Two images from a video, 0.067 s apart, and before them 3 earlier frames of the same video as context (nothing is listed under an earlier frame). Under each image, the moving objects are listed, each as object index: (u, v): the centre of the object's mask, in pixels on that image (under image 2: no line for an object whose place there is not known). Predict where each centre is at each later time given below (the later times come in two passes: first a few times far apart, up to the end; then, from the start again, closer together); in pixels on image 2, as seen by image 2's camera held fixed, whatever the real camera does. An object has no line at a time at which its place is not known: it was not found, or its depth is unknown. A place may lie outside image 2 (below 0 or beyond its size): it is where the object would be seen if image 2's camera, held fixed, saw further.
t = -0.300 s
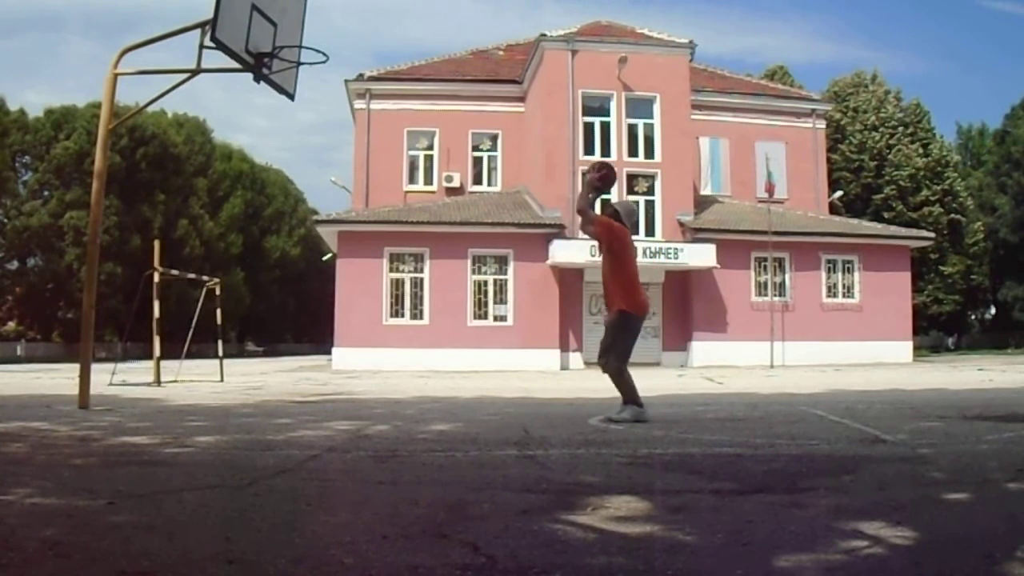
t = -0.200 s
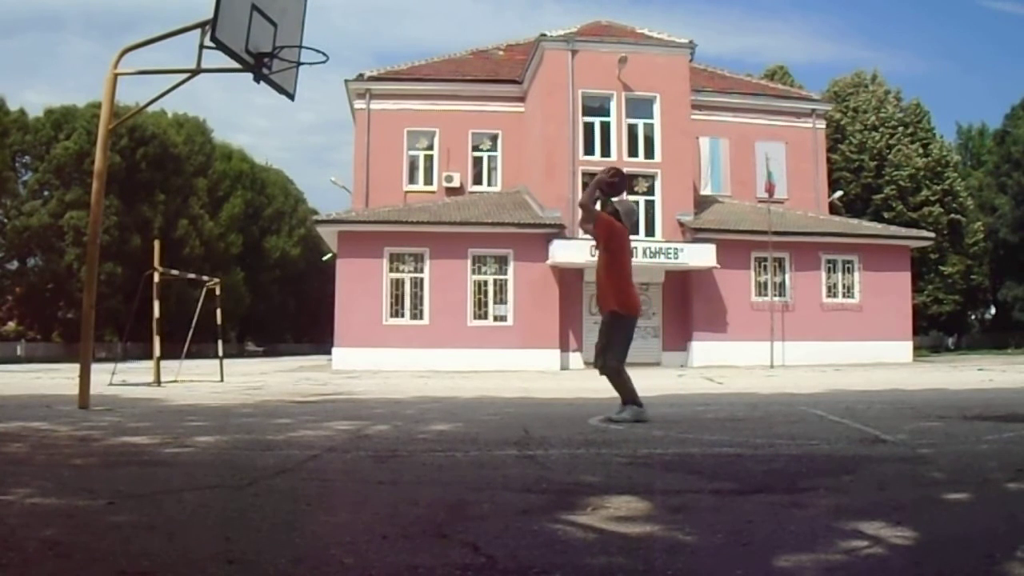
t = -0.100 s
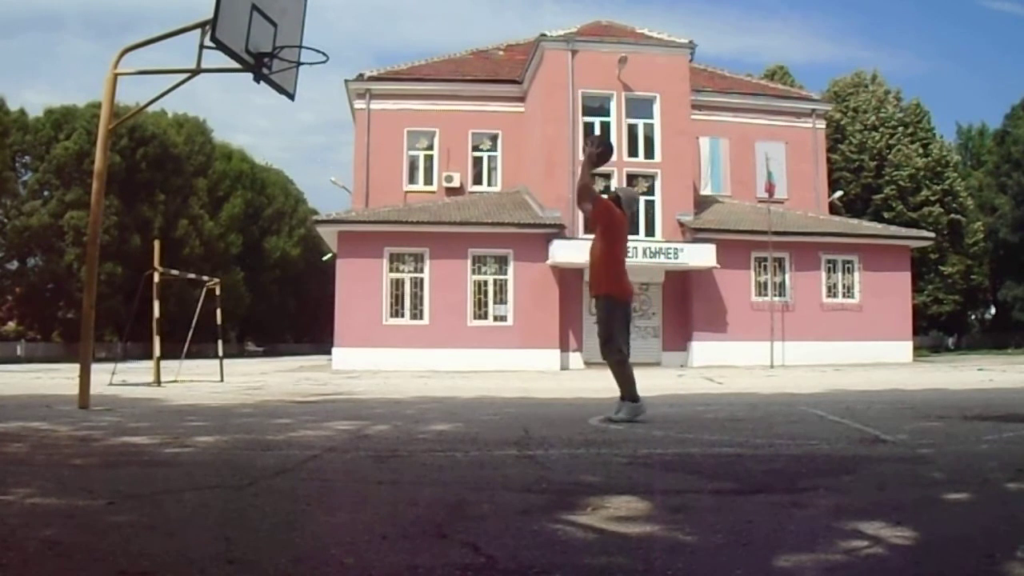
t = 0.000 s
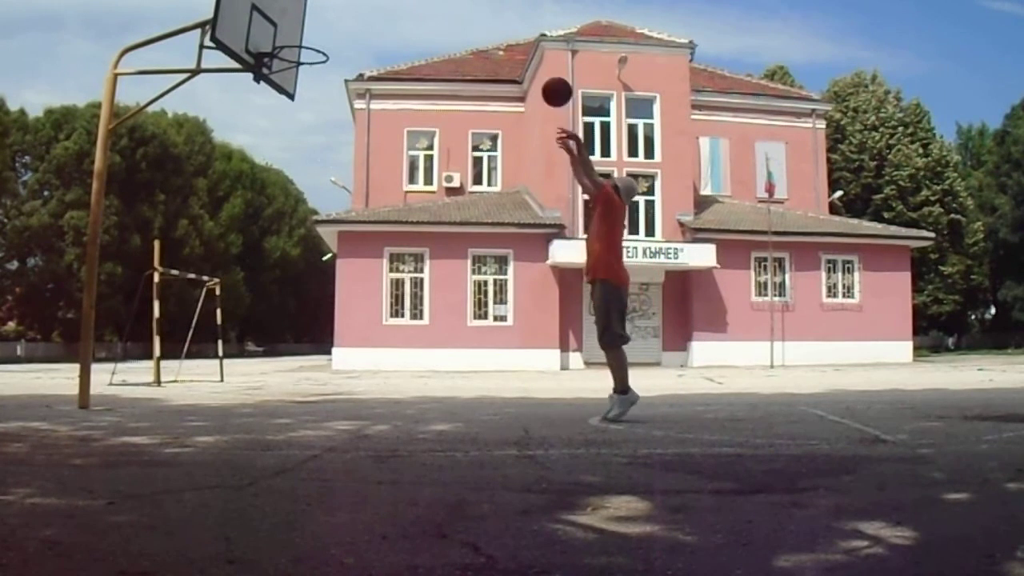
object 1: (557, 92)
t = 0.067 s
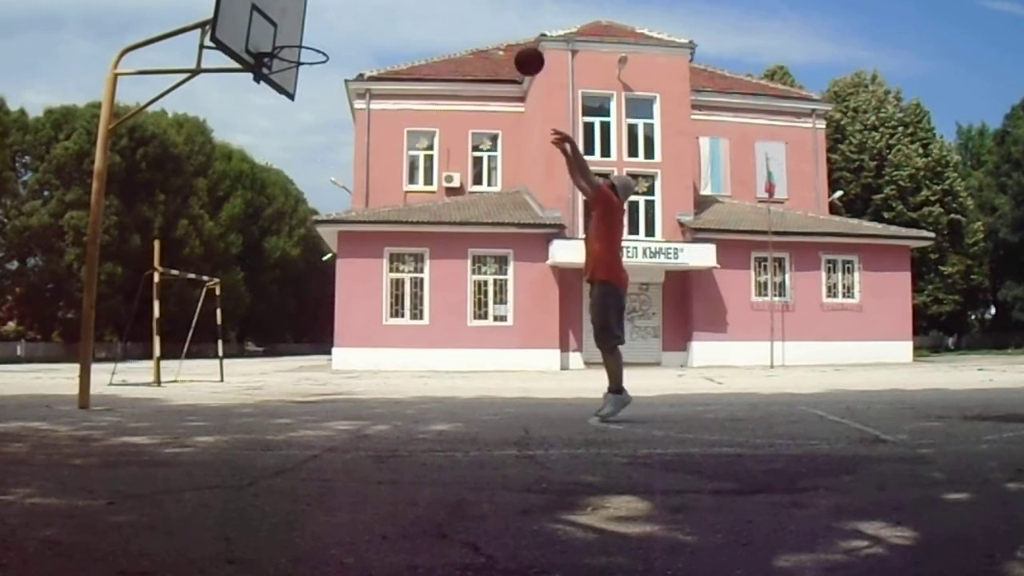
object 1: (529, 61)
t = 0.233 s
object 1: (463, 13)
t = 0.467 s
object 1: (376, 6)
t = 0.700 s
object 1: (293, 49)
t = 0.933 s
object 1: (309, 152)
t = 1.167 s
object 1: (335, 318)
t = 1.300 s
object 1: (354, 372)
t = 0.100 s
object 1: (515, 48)
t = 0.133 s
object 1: (502, 37)
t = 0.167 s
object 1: (489, 27)
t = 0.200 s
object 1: (476, 19)
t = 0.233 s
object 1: (463, 13)
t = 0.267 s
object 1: (451, 9)
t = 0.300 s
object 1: (438, 7)
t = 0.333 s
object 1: (426, 6)
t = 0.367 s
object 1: (413, 5)
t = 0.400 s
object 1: (401, 5)
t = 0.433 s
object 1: (389, 5)
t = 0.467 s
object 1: (376, 6)
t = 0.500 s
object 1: (364, 8)
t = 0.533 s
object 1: (352, 10)
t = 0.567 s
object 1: (340, 14)
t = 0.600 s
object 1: (328, 21)
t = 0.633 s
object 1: (317, 29)
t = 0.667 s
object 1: (305, 39)
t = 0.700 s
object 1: (293, 49)
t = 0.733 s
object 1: (286, 60)
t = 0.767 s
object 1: (290, 73)
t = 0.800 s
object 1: (294, 86)
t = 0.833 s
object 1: (298, 100)
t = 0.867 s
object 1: (302, 116)
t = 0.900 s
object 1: (305, 133)
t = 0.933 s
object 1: (309, 152)
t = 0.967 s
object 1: (312, 172)
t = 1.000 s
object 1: (316, 193)
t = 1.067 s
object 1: (324, 240)
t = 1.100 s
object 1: (328, 265)
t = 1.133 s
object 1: (332, 290)
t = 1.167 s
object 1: (335, 318)
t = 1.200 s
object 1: (339, 347)
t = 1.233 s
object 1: (343, 377)
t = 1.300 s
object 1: (354, 372)
